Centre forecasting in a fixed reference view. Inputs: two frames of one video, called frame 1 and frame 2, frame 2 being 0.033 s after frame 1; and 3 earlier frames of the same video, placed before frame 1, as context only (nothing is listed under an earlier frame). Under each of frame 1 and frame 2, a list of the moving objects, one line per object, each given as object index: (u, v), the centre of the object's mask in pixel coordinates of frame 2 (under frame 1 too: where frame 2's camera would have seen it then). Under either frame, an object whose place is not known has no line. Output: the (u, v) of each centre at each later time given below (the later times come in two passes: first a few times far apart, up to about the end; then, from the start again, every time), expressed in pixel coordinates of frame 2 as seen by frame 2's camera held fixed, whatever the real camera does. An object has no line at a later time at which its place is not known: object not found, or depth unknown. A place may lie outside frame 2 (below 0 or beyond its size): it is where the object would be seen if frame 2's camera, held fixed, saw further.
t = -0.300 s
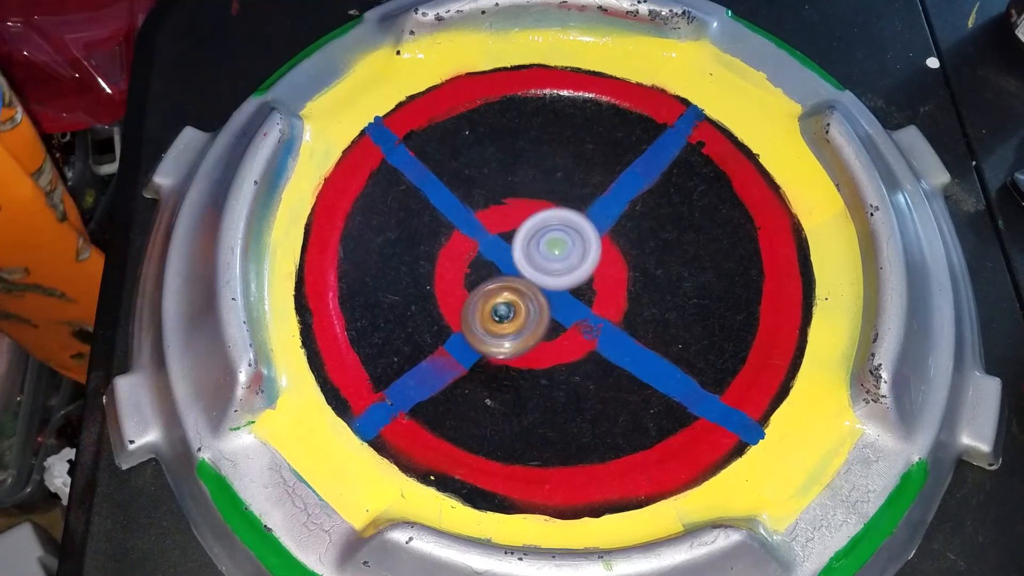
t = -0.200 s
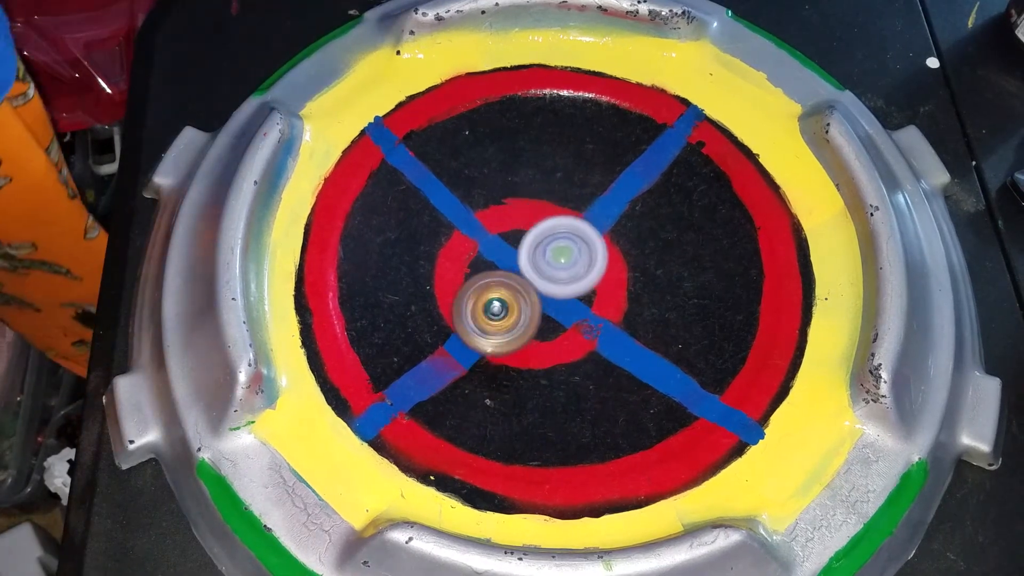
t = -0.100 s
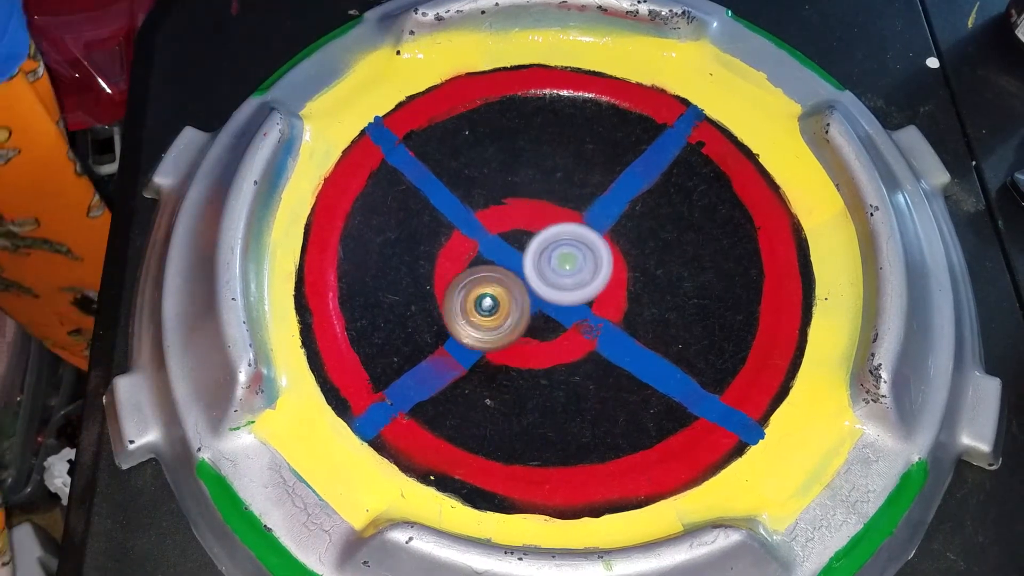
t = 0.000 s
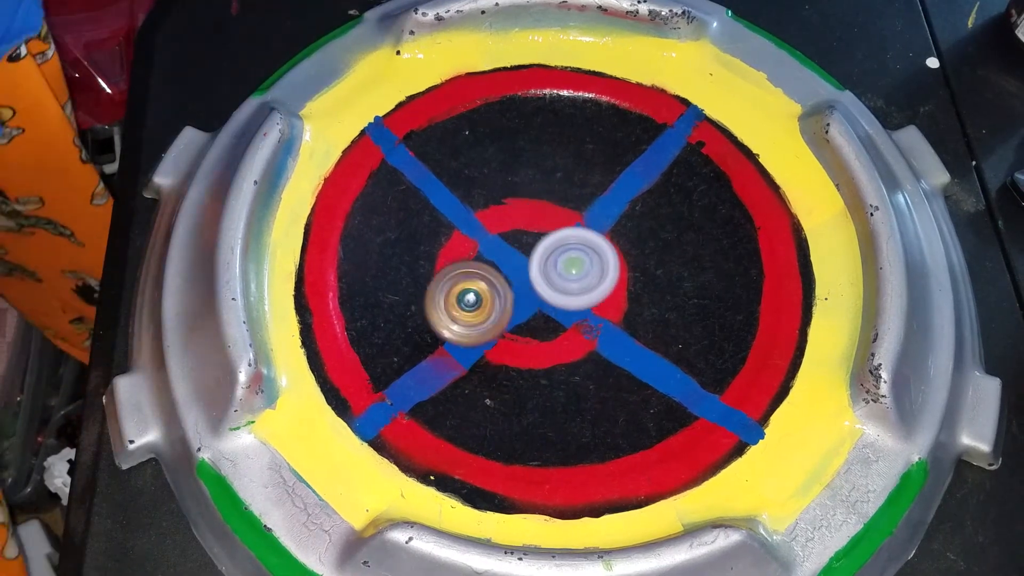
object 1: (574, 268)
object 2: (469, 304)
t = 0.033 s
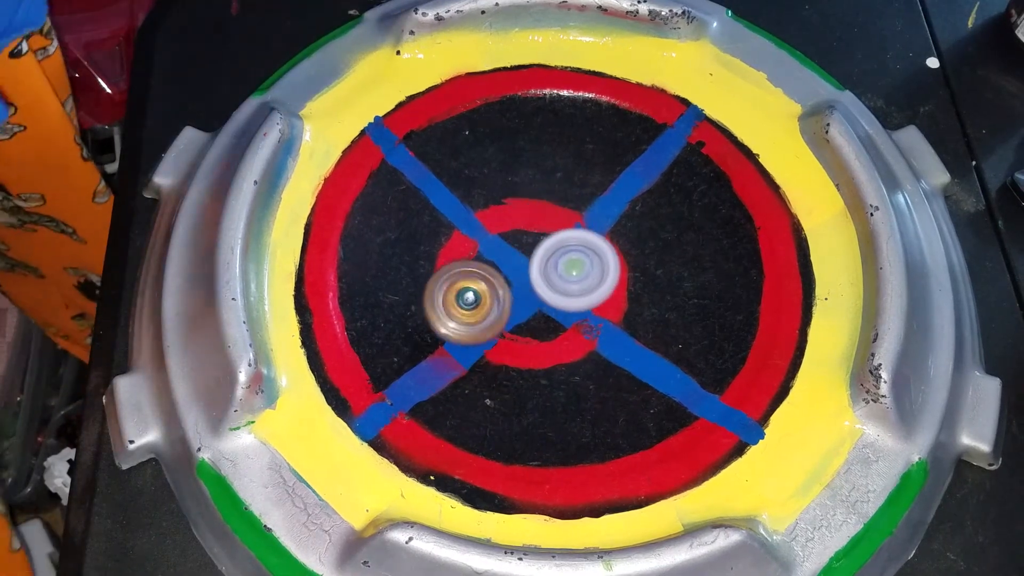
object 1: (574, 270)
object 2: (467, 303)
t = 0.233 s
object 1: (571, 282)
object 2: (459, 301)
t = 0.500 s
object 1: (552, 285)
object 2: (458, 297)
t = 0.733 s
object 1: (577, 266)
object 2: (453, 293)
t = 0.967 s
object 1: (567, 248)
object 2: (464, 278)
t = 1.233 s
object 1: (628, 238)
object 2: (403, 266)
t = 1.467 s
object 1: (661, 238)
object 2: (393, 256)
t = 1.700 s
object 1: (654, 264)
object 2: (410, 256)
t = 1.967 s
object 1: (610, 294)
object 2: (510, 247)
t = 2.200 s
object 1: (593, 300)
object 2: (533, 230)
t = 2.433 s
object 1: (584, 339)
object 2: (511, 191)
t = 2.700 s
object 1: (562, 328)
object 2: (515, 204)
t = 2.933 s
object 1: (569, 346)
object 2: (524, 238)
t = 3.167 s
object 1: (590, 336)
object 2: (540, 239)
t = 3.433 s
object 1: (602, 322)
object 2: (552, 230)
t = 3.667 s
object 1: (605, 316)
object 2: (554, 226)
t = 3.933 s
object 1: (592, 313)
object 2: (548, 234)
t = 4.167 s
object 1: (588, 341)
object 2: (551, 239)
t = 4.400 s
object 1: (571, 330)
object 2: (559, 242)
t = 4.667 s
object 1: (557, 309)
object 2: (557, 224)
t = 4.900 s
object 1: (555, 316)
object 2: (542, 229)
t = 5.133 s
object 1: (547, 338)
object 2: (532, 242)
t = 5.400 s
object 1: (542, 338)
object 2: (551, 244)
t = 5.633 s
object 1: (547, 316)
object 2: (560, 227)
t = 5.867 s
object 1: (562, 309)
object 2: (549, 231)
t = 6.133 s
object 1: (566, 342)
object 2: (537, 233)
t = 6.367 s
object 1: (558, 343)
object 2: (544, 247)
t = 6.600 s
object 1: (559, 332)
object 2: (551, 252)
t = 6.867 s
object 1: (550, 371)
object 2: (531, 227)
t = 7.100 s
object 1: (554, 330)
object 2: (564, 247)
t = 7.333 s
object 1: (537, 302)
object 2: (600, 208)
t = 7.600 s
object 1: (548, 294)
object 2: (599, 208)
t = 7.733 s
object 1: (548, 293)
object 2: (614, 222)
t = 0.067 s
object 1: (574, 270)
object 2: (466, 302)
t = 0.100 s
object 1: (574, 272)
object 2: (464, 302)
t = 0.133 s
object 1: (573, 274)
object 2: (462, 302)
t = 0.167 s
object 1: (573, 277)
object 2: (460, 302)
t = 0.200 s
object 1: (572, 279)
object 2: (460, 303)
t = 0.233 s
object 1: (571, 282)
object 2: (459, 301)
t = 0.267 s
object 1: (571, 282)
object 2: (457, 300)
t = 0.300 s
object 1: (570, 283)
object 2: (456, 300)
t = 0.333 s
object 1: (567, 284)
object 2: (455, 300)
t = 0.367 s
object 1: (564, 284)
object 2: (455, 301)
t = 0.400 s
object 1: (562, 284)
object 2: (455, 301)
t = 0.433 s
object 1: (559, 285)
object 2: (456, 300)
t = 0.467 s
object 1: (555, 285)
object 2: (457, 298)
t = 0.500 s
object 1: (552, 285)
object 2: (458, 297)
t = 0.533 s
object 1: (558, 284)
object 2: (452, 298)
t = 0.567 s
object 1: (567, 281)
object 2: (446, 299)
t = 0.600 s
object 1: (571, 278)
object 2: (447, 298)
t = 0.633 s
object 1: (573, 275)
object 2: (450, 296)
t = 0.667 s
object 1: (575, 273)
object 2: (451, 295)
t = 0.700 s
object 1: (577, 270)
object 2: (451, 294)
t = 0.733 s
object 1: (577, 266)
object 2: (453, 293)
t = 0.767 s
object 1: (577, 262)
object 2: (455, 291)
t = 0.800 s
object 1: (577, 259)
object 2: (456, 288)
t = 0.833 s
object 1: (576, 256)
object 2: (457, 287)
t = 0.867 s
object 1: (575, 253)
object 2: (459, 284)
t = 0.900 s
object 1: (574, 251)
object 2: (461, 283)
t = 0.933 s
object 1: (571, 249)
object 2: (462, 281)
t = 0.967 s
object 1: (567, 248)
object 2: (464, 278)
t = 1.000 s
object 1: (563, 248)
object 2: (465, 275)
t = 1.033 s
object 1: (561, 247)
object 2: (466, 273)
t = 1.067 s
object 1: (557, 246)
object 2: (468, 269)
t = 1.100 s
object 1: (556, 246)
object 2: (469, 267)
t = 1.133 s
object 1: (565, 244)
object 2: (460, 268)
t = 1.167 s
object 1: (593, 241)
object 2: (436, 270)
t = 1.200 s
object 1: (615, 238)
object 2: (415, 269)
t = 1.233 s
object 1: (628, 238)
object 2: (403, 266)
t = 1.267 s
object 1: (635, 237)
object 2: (396, 262)
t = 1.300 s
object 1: (640, 236)
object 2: (392, 261)
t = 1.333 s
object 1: (646, 235)
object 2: (390, 260)
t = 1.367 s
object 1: (651, 235)
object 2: (390, 259)
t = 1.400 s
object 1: (656, 236)
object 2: (391, 257)
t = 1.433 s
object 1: (659, 237)
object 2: (392, 257)
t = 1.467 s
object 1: (661, 238)
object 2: (393, 256)
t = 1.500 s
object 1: (663, 241)
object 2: (394, 256)
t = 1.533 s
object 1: (664, 244)
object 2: (395, 256)
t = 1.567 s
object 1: (665, 248)
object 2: (398, 256)
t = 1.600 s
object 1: (664, 253)
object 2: (401, 256)
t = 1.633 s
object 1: (661, 256)
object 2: (404, 256)
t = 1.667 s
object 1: (658, 260)
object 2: (407, 256)
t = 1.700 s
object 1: (654, 264)
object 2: (410, 256)
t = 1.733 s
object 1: (650, 267)
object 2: (418, 256)
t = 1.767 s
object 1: (644, 270)
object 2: (430, 257)
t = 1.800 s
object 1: (636, 275)
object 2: (443, 258)
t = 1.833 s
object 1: (629, 276)
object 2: (456, 257)
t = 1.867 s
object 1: (618, 280)
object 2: (471, 256)
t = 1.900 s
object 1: (607, 282)
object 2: (490, 255)
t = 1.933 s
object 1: (600, 285)
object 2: (508, 253)
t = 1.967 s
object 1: (610, 294)
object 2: (510, 247)
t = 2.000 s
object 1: (615, 298)
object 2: (513, 243)
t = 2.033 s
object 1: (614, 300)
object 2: (517, 240)
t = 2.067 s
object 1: (611, 302)
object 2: (522, 237)
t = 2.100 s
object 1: (607, 301)
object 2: (526, 235)
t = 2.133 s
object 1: (603, 301)
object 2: (530, 233)
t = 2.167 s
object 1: (598, 300)
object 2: (533, 231)
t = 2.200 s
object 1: (593, 300)
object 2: (533, 230)
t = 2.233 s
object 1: (585, 303)
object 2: (533, 229)
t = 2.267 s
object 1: (590, 319)
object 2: (525, 215)
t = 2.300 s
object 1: (589, 329)
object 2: (521, 206)
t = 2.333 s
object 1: (587, 334)
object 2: (517, 199)
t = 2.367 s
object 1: (587, 335)
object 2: (515, 194)
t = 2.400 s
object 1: (587, 337)
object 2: (513, 192)
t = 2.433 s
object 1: (584, 339)
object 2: (511, 191)
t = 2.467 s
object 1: (582, 340)
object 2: (511, 191)
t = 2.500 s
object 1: (579, 340)
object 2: (513, 191)
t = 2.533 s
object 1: (577, 340)
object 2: (513, 191)
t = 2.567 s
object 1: (572, 338)
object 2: (513, 192)
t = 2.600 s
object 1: (569, 337)
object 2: (514, 193)
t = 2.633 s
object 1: (566, 334)
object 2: (514, 195)
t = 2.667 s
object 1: (564, 332)
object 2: (514, 198)
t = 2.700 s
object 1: (562, 328)
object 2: (515, 204)
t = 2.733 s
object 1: (559, 325)
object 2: (517, 210)
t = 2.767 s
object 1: (557, 320)
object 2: (519, 217)
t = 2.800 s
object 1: (557, 317)
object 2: (523, 226)
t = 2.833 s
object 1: (558, 317)
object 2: (526, 236)
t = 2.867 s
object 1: (564, 331)
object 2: (522, 235)
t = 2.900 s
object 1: (567, 340)
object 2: (521, 236)
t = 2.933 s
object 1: (569, 346)
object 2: (524, 238)
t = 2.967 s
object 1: (572, 344)
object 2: (526, 238)
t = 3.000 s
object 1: (575, 343)
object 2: (529, 238)
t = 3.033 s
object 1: (578, 342)
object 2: (530, 237)
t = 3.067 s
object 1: (583, 341)
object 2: (530, 237)
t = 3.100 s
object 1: (586, 340)
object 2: (533, 238)
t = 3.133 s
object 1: (589, 338)
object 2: (536, 239)
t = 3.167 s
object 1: (590, 336)
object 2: (540, 239)
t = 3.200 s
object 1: (592, 334)
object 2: (544, 240)
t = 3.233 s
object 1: (594, 330)
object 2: (546, 239)
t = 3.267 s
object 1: (596, 327)
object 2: (547, 238)
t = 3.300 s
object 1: (596, 324)
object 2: (550, 239)
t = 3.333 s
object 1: (597, 319)
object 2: (552, 239)
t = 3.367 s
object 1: (597, 316)
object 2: (553, 239)
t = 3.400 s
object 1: (597, 315)
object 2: (554, 237)
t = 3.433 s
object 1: (602, 322)
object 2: (552, 230)
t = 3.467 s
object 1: (602, 323)
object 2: (551, 227)
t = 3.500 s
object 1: (602, 324)
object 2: (551, 225)
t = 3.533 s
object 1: (604, 323)
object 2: (550, 225)
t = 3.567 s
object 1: (605, 321)
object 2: (550, 225)
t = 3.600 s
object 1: (605, 321)
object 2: (551, 226)
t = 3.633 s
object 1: (605, 319)
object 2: (552, 225)
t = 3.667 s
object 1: (605, 316)
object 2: (554, 226)
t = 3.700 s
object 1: (603, 314)
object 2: (554, 227)
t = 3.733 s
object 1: (602, 312)
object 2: (554, 227)
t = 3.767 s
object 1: (600, 308)
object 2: (554, 230)
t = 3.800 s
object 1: (595, 305)
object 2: (552, 233)
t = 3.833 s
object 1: (594, 309)
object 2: (548, 231)
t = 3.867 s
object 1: (595, 310)
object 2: (545, 230)
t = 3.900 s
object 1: (595, 312)
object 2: (547, 232)
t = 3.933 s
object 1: (592, 313)
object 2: (548, 234)
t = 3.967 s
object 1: (590, 313)
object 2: (550, 237)
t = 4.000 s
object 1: (589, 319)
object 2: (549, 239)
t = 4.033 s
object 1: (593, 331)
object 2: (547, 233)
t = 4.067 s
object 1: (590, 336)
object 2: (544, 233)
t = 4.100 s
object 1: (590, 339)
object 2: (545, 236)
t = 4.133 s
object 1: (590, 339)
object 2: (547, 239)
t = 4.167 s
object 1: (588, 341)
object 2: (551, 239)
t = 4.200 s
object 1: (586, 342)
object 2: (552, 238)
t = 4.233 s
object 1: (584, 341)
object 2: (552, 238)
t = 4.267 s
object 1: (581, 341)
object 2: (554, 241)
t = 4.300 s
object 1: (578, 339)
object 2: (557, 241)
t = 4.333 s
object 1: (575, 336)
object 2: (557, 241)
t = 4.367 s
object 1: (574, 333)
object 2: (557, 241)
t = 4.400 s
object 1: (571, 330)
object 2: (559, 242)
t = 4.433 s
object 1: (569, 325)
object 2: (558, 241)
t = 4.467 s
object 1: (566, 323)
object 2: (557, 237)
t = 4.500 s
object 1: (562, 322)
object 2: (557, 232)
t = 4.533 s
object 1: (562, 316)
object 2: (558, 228)
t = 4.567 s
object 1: (562, 313)
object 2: (557, 227)
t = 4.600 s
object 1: (563, 312)
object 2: (557, 227)
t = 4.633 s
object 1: (560, 309)
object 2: (557, 227)
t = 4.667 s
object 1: (557, 309)
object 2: (557, 224)
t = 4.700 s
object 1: (558, 305)
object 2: (556, 224)
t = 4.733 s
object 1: (559, 306)
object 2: (556, 224)
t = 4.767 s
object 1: (559, 310)
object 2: (554, 220)
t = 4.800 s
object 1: (556, 313)
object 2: (553, 223)
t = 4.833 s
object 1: (555, 313)
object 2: (549, 223)
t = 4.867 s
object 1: (554, 314)
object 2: (547, 227)
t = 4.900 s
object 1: (555, 316)
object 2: (542, 229)
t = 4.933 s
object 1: (550, 316)
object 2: (539, 234)
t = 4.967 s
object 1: (549, 317)
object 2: (535, 237)
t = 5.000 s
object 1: (549, 321)
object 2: (533, 239)
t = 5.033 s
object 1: (549, 324)
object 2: (533, 242)
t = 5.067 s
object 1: (549, 326)
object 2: (534, 245)
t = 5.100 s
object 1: (550, 335)
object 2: (534, 243)
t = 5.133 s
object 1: (547, 338)
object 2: (532, 242)
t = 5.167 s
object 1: (548, 339)
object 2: (532, 243)
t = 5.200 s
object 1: (547, 341)
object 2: (532, 243)
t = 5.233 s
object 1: (545, 342)
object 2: (533, 243)
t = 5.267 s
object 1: (544, 342)
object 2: (534, 242)
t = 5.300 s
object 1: (545, 342)
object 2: (540, 244)
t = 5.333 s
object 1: (544, 342)
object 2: (545, 244)
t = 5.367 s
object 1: (542, 340)
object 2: (546, 243)
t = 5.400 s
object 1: (542, 338)
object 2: (551, 244)
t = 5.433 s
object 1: (543, 336)
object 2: (551, 242)
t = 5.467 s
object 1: (544, 333)
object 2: (552, 242)
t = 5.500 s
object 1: (545, 330)
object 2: (556, 242)
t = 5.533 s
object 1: (545, 321)
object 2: (557, 241)
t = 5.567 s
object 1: (542, 321)
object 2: (557, 234)
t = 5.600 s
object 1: (541, 319)
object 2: (556, 231)
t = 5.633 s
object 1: (547, 316)
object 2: (560, 227)
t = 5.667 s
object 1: (552, 317)
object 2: (560, 223)
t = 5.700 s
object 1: (552, 317)
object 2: (556, 226)
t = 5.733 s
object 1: (552, 316)
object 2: (556, 225)
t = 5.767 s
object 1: (554, 313)
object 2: (554, 226)
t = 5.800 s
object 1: (557, 311)
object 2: (555, 228)
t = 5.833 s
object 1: (559, 310)
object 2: (551, 228)
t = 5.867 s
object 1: (562, 309)
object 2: (549, 231)
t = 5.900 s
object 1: (563, 320)
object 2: (548, 225)
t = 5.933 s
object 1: (567, 328)
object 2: (542, 219)
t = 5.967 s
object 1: (566, 336)
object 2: (538, 219)
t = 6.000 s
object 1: (566, 338)
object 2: (536, 224)
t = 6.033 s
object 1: (570, 341)
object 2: (538, 229)
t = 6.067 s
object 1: (569, 343)
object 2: (536, 229)
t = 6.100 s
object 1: (567, 343)
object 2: (534, 230)
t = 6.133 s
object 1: (566, 342)
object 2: (537, 233)
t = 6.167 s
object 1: (567, 340)
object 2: (538, 235)
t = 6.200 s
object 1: (569, 339)
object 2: (537, 241)
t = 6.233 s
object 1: (566, 336)
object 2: (541, 249)
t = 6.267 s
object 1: (565, 335)
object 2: (544, 252)
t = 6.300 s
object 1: (566, 344)
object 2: (540, 248)
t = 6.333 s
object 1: (561, 346)
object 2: (541, 247)
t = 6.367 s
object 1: (558, 343)
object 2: (544, 247)
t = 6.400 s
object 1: (559, 338)
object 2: (547, 247)
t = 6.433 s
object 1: (564, 334)
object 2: (548, 246)
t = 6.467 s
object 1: (569, 333)
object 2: (548, 245)
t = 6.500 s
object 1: (569, 332)
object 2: (546, 247)
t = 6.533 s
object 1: (566, 329)
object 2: (547, 250)
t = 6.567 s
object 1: (563, 330)
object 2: (549, 251)
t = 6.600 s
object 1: (559, 332)
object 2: (551, 252)
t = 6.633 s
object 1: (556, 349)
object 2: (547, 236)
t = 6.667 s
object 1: (556, 357)
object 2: (538, 225)
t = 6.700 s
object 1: (559, 364)
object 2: (532, 221)
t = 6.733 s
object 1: (556, 369)
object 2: (527, 223)
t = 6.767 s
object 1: (554, 372)
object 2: (528, 226)
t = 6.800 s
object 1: (551, 373)
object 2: (529, 228)
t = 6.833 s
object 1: (551, 372)
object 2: (531, 227)
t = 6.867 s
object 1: (550, 371)
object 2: (531, 227)
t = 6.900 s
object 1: (550, 369)
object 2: (530, 229)
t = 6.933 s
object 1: (549, 366)
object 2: (529, 232)
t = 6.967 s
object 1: (549, 362)
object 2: (531, 236)
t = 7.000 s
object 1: (547, 355)
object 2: (537, 241)
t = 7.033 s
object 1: (548, 347)
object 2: (546, 244)
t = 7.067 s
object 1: (552, 340)
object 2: (556, 246)
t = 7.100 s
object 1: (554, 330)
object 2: (564, 247)
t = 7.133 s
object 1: (556, 319)
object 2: (569, 246)
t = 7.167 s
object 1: (555, 313)
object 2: (573, 240)
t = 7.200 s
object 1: (551, 311)
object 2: (579, 232)
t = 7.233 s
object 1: (546, 310)
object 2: (587, 224)
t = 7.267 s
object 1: (542, 308)
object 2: (592, 219)
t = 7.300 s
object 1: (538, 305)
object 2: (596, 213)
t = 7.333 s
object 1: (537, 302)
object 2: (600, 208)
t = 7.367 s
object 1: (539, 300)
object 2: (601, 204)
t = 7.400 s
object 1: (542, 297)
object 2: (600, 202)
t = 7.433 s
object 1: (545, 296)
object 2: (599, 200)
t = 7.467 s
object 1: (547, 296)
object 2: (599, 199)
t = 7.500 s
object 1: (547, 295)
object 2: (598, 199)
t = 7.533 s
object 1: (548, 295)
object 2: (598, 200)
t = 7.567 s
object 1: (548, 294)
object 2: (598, 203)
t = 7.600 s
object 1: (548, 294)
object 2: (599, 208)
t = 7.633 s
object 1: (548, 294)
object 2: (602, 211)
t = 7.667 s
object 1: (548, 293)
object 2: (605, 215)
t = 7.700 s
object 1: (548, 293)
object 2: (609, 219)
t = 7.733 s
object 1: (548, 293)
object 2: (614, 222)
